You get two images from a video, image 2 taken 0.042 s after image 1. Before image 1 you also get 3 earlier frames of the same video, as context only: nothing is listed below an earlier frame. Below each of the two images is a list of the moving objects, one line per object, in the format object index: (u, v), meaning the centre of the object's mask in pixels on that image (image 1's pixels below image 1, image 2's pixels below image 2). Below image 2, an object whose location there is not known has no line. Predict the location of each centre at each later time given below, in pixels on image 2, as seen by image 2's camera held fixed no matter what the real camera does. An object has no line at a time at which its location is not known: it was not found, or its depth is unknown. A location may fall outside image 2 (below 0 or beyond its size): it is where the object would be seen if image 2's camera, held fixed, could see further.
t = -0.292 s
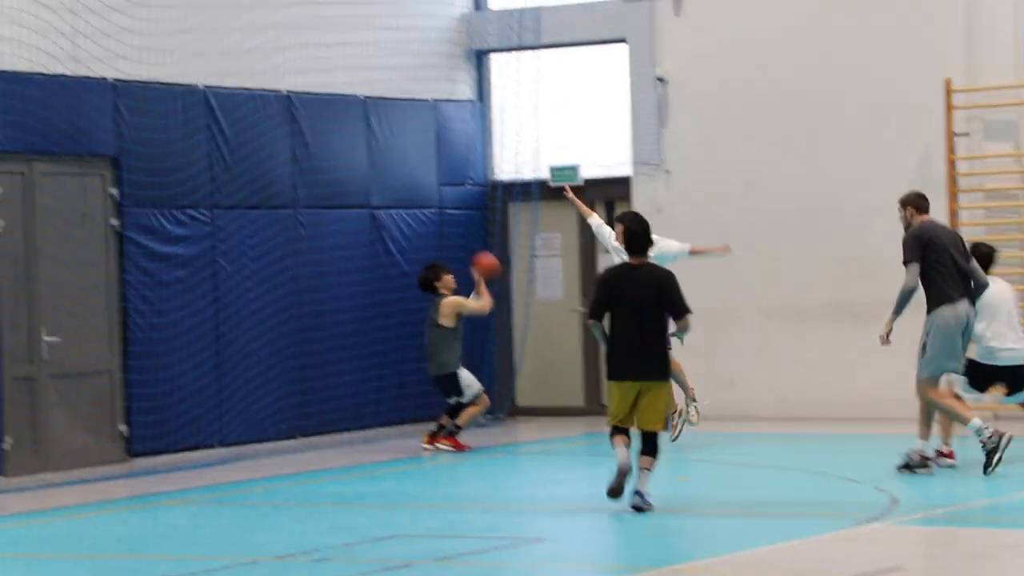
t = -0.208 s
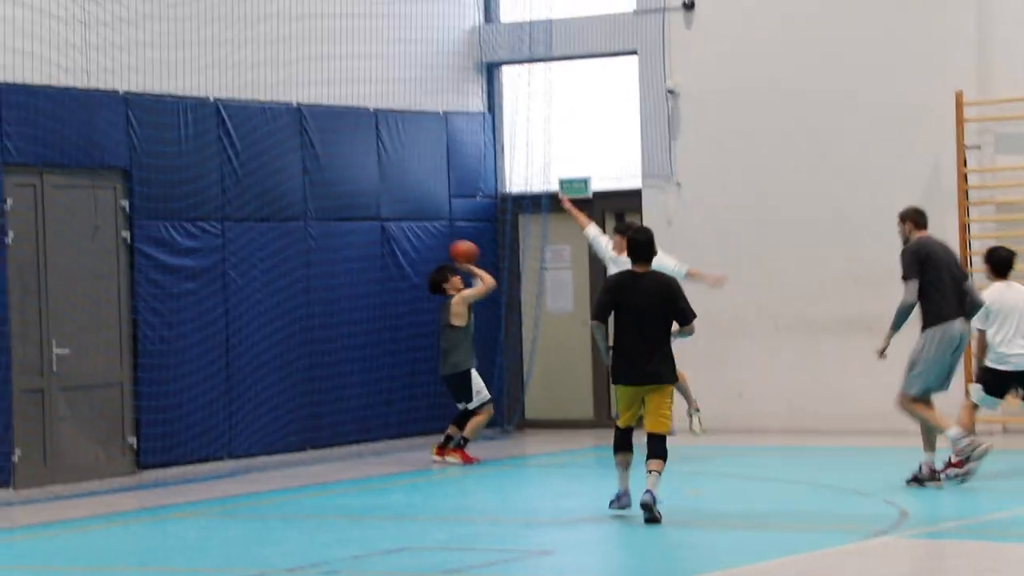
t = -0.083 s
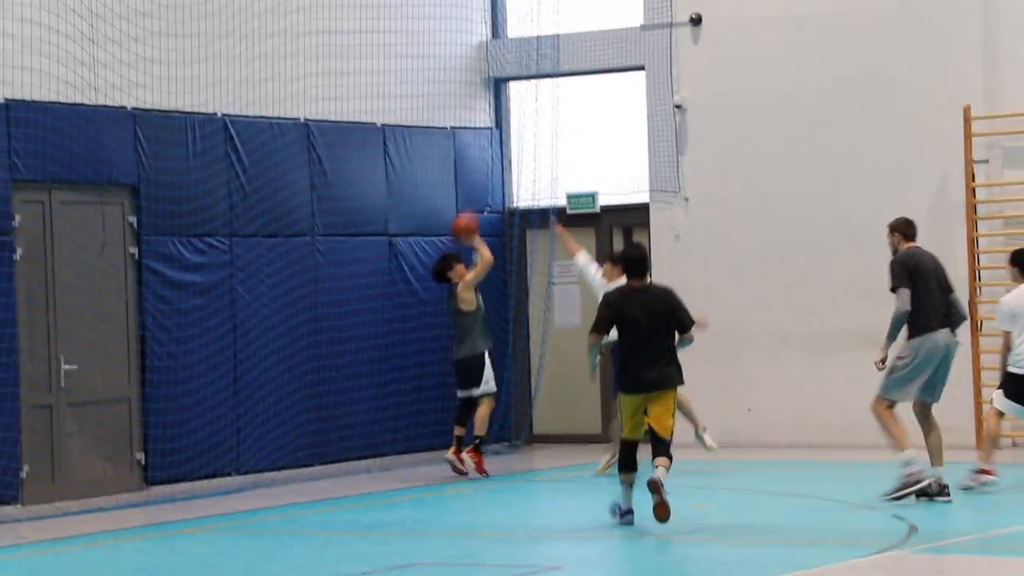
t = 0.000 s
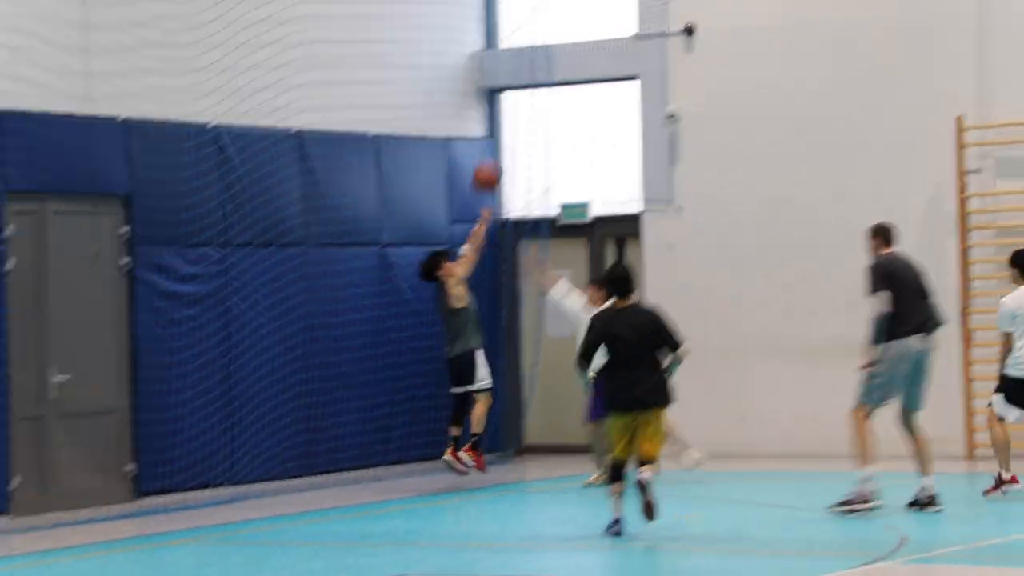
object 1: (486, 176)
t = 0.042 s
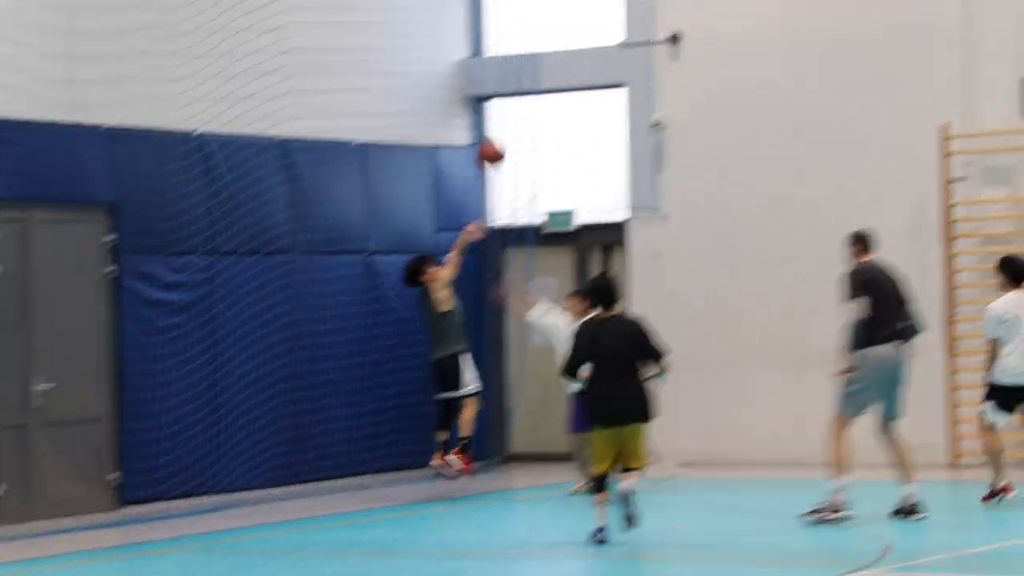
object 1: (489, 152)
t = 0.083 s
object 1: (512, 124)
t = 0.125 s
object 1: (533, 93)
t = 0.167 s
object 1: (553, 68)
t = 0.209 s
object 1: (573, 45)
